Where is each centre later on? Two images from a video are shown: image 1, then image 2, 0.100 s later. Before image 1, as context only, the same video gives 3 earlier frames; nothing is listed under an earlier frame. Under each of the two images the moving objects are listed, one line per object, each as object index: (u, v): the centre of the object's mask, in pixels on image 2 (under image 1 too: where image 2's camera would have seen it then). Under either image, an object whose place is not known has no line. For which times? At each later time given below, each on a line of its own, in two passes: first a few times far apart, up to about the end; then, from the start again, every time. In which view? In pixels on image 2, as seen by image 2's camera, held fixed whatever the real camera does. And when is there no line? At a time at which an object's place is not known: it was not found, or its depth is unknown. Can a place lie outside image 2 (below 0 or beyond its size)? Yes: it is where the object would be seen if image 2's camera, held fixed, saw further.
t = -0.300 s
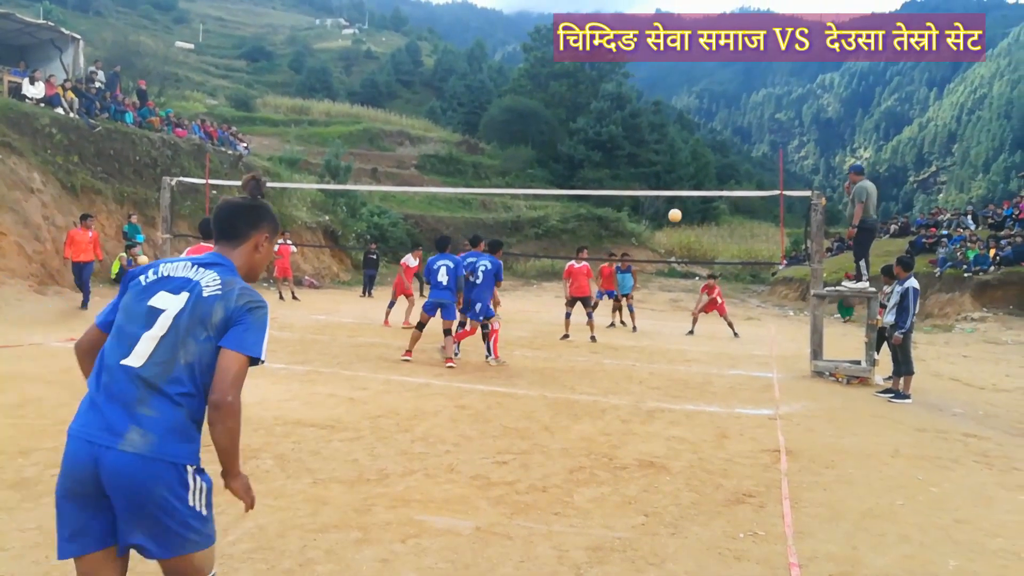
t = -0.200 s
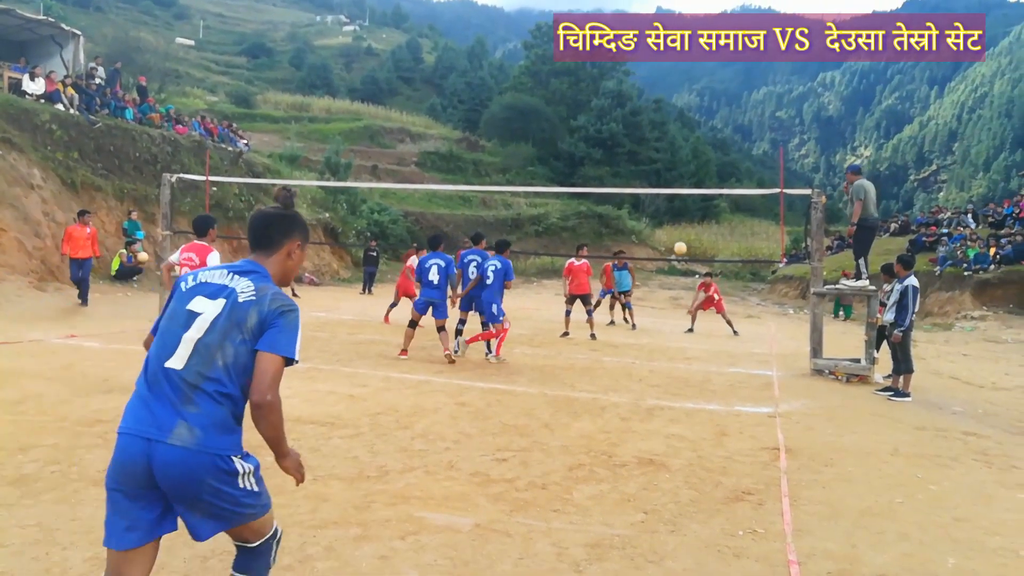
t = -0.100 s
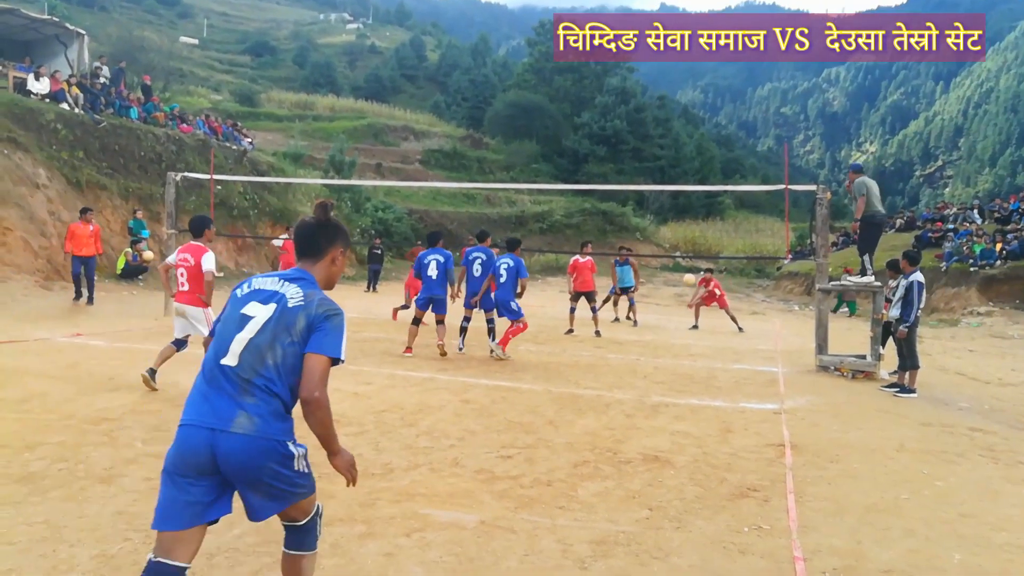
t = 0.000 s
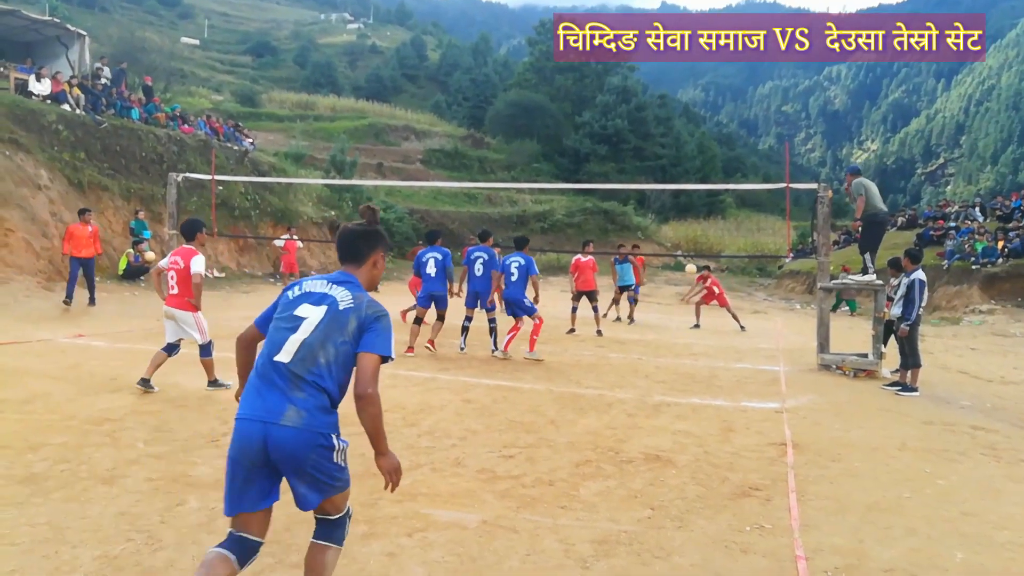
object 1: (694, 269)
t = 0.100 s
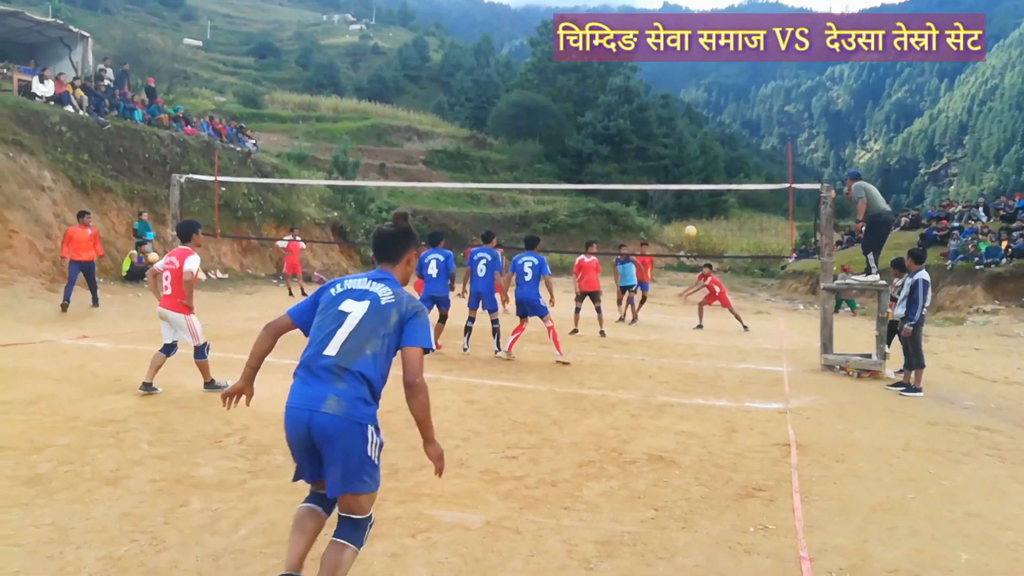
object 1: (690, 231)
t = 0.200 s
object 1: (687, 197)
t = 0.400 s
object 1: (681, 142)
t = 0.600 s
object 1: (673, 105)
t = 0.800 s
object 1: (665, 88)
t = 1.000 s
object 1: (655, 92)
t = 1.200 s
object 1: (644, 118)
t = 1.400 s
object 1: (631, 167)
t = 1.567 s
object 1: (619, 225)
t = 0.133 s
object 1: (689, 219)
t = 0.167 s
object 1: (688, 208)
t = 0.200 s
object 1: (687, 197)
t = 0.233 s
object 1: (686, 186)
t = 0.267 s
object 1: (685, 177)
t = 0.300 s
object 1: (684, 167)
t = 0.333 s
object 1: (683, 158)
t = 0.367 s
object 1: (682, 150)
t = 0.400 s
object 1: (681, 142)
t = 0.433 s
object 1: (680, 135)
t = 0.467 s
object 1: (679, 128)
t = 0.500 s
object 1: (677, 121)
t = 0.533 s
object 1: (676, 115)
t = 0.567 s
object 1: (675, 110)
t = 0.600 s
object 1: (673, 105)
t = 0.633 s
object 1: (672, 101)
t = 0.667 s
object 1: (671, 97)
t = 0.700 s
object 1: (669, 94)
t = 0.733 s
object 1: (668, 91)
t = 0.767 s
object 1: (667, 90)
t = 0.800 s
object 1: (665, 88)
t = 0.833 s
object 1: (664, 87)
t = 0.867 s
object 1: (662, 87)
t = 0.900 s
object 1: (660, 87)
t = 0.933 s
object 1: (659, 88)
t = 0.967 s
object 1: (657, 89)
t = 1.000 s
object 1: (655, 92)
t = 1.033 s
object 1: (653, 95)
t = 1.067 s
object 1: (651, 98)
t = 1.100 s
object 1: (649, 102)
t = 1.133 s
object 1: (648, 107)
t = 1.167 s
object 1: (646, 112)
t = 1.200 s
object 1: (644, 118)
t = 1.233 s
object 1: (641, 124)
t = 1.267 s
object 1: (639, 131)
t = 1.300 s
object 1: (637, 139)
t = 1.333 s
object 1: (635, 148)
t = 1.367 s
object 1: (633, 157)
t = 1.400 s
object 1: (631, 167)
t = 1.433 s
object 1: (628, 177)
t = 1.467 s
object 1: (626, 188)
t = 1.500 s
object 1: (624, 199)
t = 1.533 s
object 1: (621, 212)
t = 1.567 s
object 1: (619, 225)
